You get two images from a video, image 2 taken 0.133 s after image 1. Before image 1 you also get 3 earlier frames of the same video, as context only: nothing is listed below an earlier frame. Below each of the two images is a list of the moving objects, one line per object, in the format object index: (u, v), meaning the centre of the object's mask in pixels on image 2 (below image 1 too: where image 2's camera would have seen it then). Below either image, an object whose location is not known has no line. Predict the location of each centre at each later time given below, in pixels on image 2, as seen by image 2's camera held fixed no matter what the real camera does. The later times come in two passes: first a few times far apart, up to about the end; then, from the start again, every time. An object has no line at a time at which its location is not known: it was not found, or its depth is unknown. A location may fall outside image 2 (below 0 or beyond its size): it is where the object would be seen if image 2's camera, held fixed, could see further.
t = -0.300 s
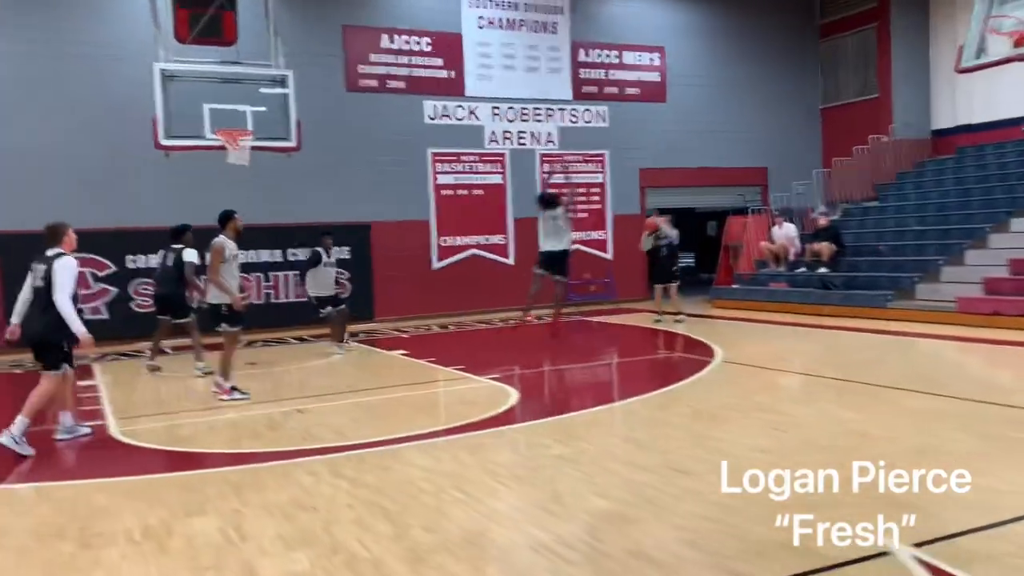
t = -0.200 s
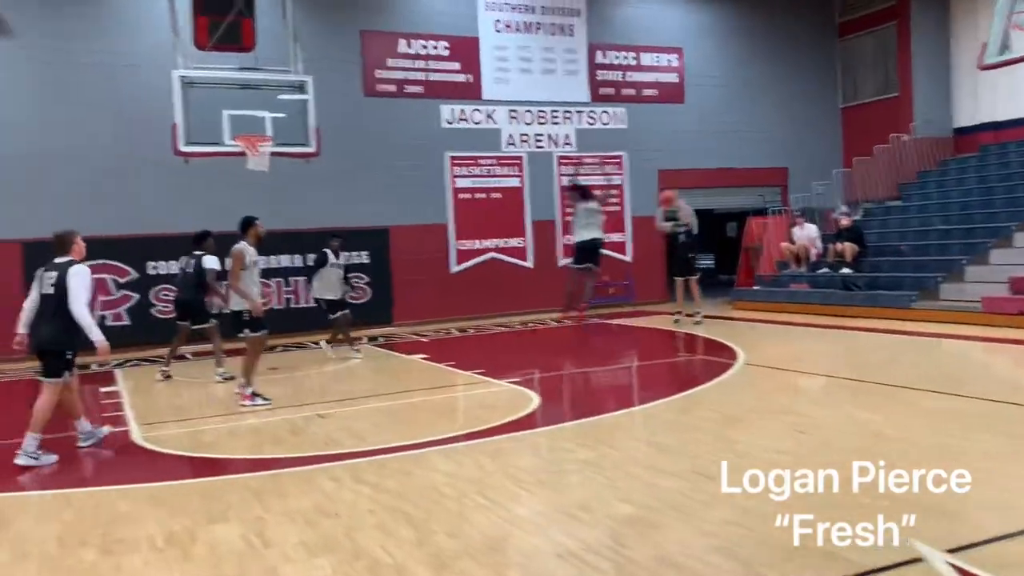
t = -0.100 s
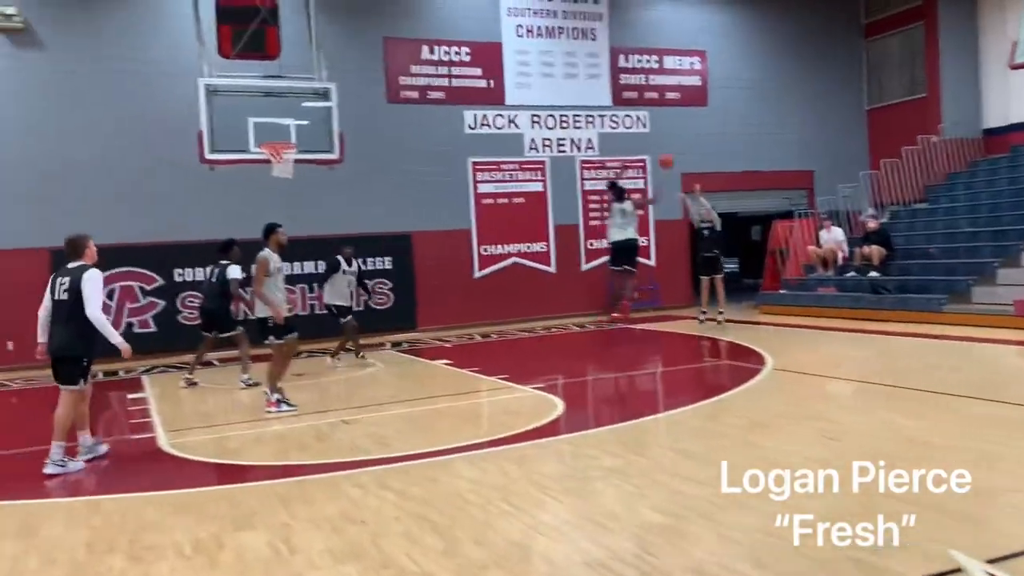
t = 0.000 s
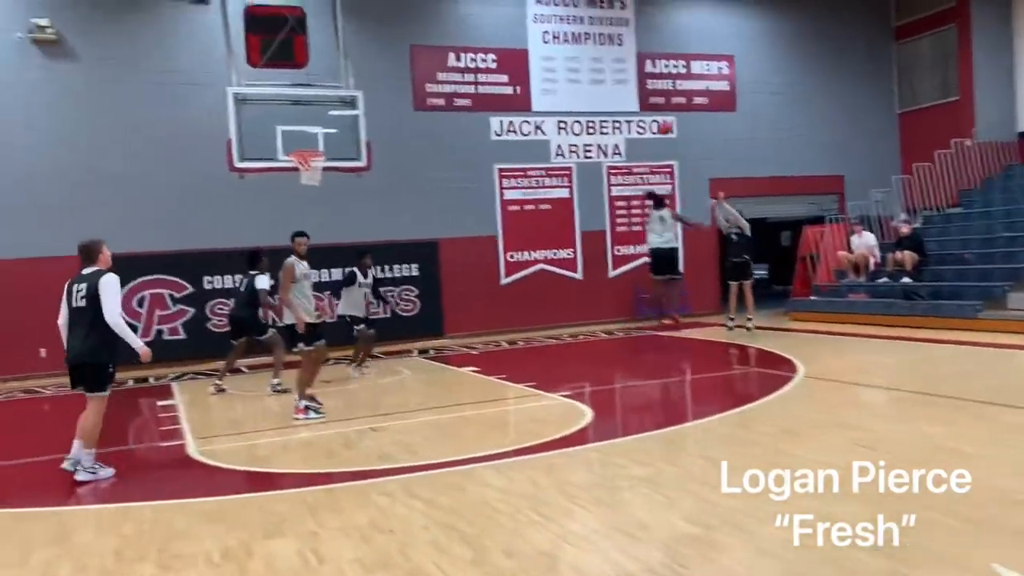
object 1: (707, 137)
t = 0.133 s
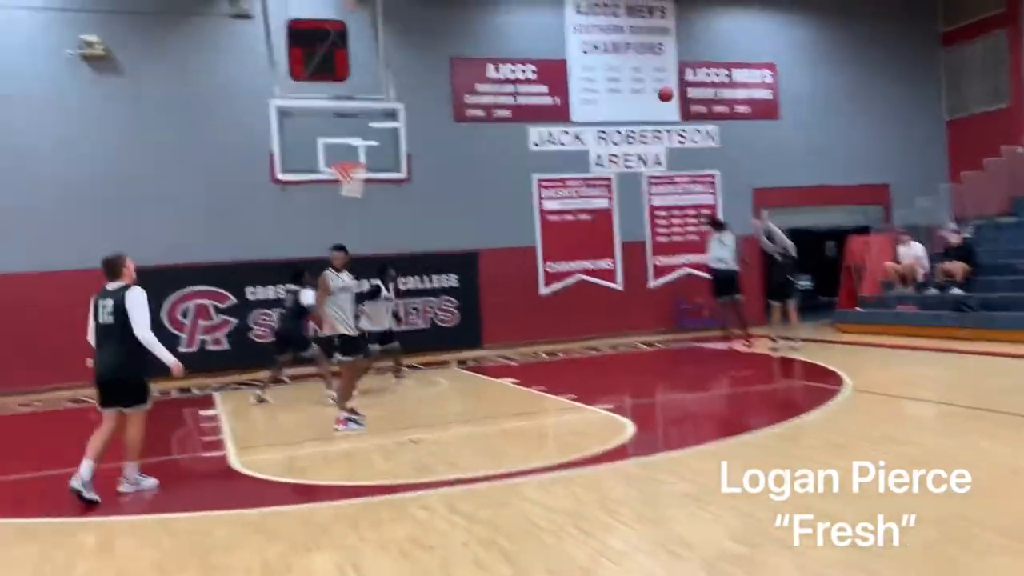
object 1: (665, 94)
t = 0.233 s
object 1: (635, 69)
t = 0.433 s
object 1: (574, 36)
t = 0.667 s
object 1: (502, 31)
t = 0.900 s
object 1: (430, 64)
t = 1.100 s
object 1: (369, 127)
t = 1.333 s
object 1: (356, 188)
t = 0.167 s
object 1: (655, 85)
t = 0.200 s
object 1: (645, 77)
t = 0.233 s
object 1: (635, 69)
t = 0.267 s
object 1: (625, 61)
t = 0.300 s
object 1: (614, 55)
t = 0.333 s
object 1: (604, 49)
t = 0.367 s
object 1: (594, 45)
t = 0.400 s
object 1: (584, 40)
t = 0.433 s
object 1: (574, 36)
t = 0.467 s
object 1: (563, 33)
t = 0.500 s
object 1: (553, 31)
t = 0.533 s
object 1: (543, 29)
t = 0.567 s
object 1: (533, 28)
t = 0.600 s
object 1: (523, 28)
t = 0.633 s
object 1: (512, 29)
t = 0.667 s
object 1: (502, 31)
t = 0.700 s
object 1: (492, 33)
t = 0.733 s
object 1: (482, 36)
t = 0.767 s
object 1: (472, 40)
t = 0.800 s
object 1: (461, 45)
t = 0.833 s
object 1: (450, 52)
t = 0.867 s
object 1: (440, 57)
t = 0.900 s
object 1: (430, 64)
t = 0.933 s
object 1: (419, 72)
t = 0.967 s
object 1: (409, 81)
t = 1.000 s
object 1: (399, 91)
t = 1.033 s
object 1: (389, 103)
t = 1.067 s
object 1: (379, 114)
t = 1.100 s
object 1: (369, 127)
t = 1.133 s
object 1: (359, 138)
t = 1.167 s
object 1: (348, 153)
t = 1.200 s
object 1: (342, 163)
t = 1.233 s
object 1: (347, 168)
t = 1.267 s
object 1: (346, 165)
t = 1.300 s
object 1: (343, 167)
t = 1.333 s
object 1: (356, 188)
